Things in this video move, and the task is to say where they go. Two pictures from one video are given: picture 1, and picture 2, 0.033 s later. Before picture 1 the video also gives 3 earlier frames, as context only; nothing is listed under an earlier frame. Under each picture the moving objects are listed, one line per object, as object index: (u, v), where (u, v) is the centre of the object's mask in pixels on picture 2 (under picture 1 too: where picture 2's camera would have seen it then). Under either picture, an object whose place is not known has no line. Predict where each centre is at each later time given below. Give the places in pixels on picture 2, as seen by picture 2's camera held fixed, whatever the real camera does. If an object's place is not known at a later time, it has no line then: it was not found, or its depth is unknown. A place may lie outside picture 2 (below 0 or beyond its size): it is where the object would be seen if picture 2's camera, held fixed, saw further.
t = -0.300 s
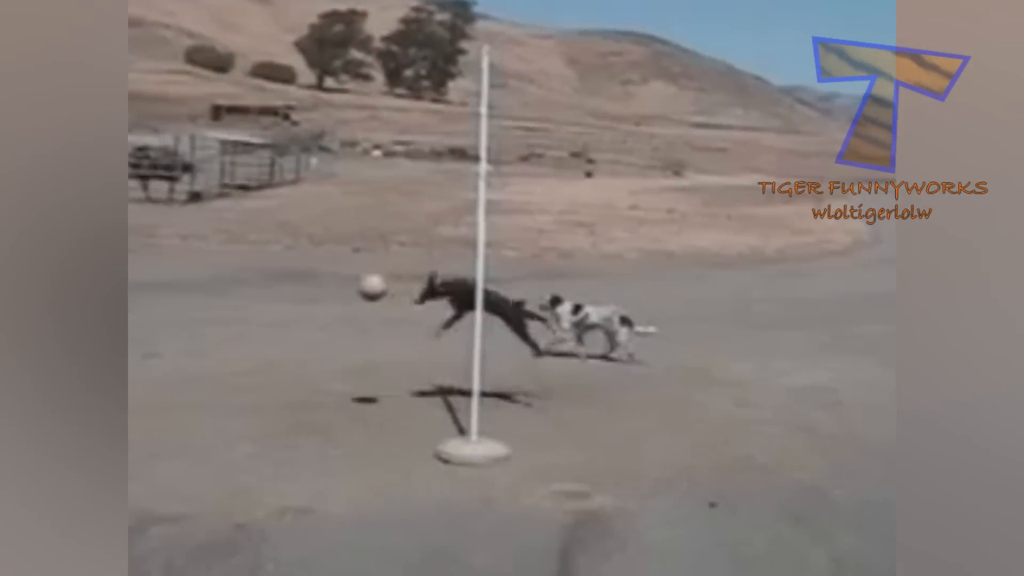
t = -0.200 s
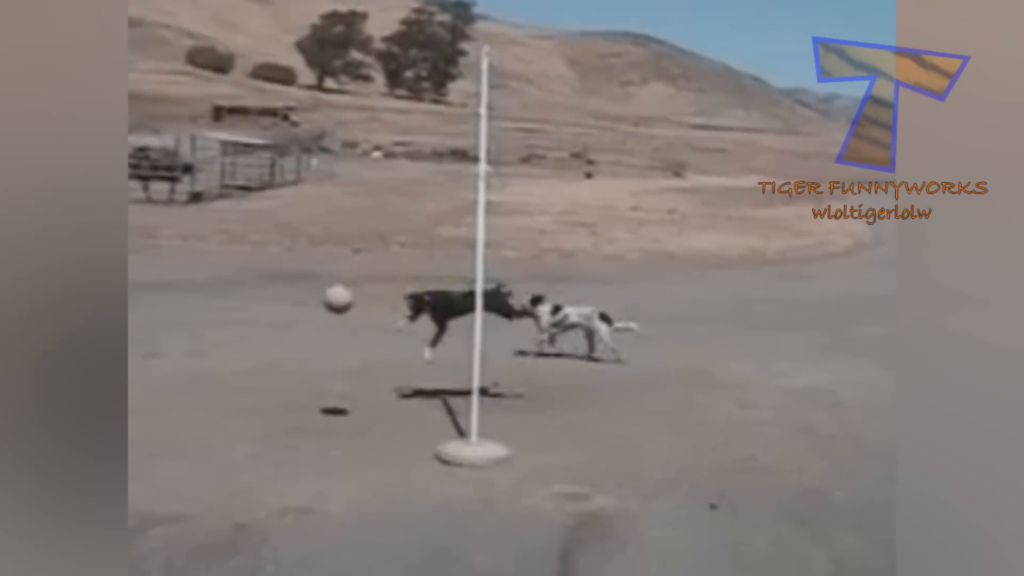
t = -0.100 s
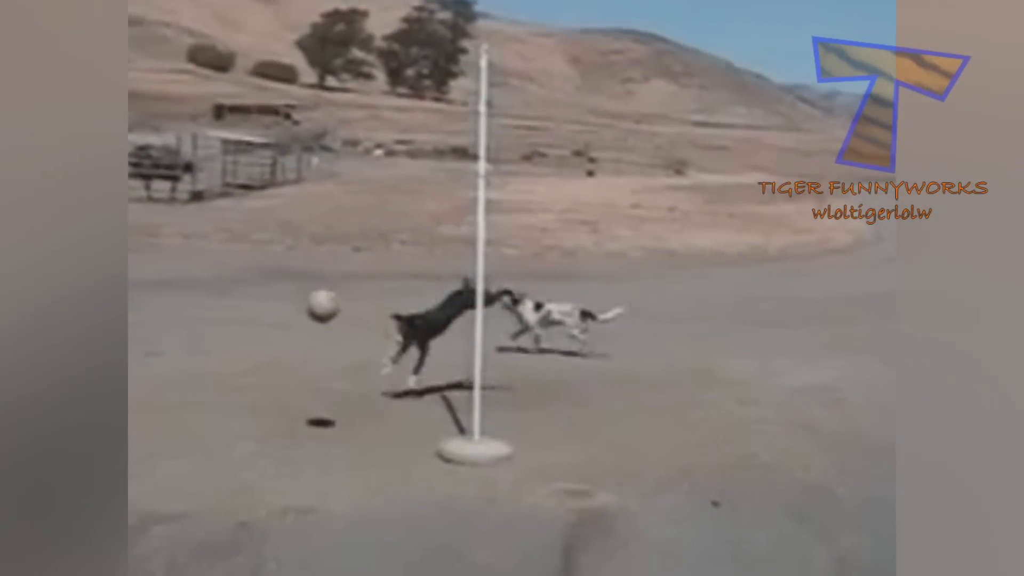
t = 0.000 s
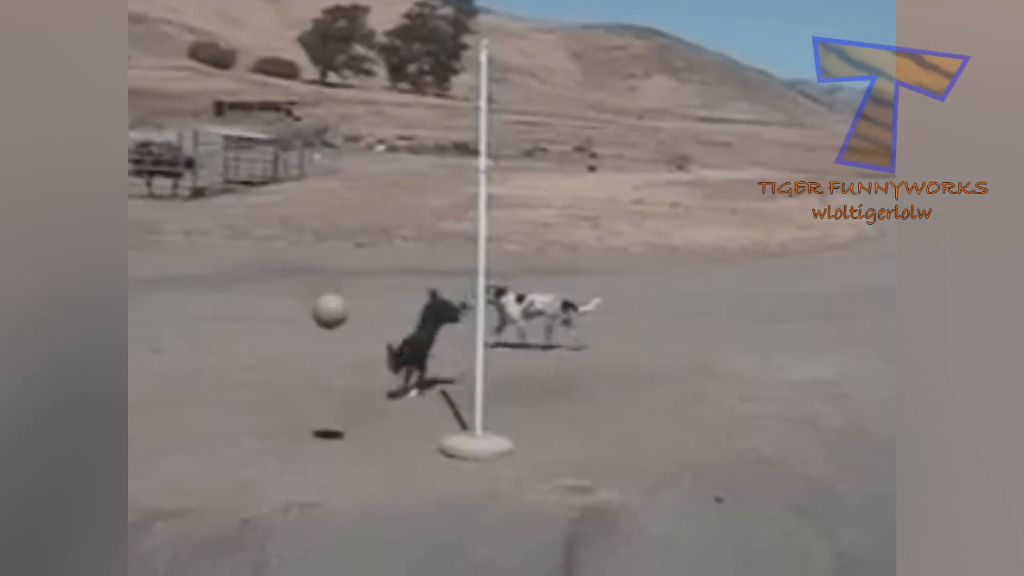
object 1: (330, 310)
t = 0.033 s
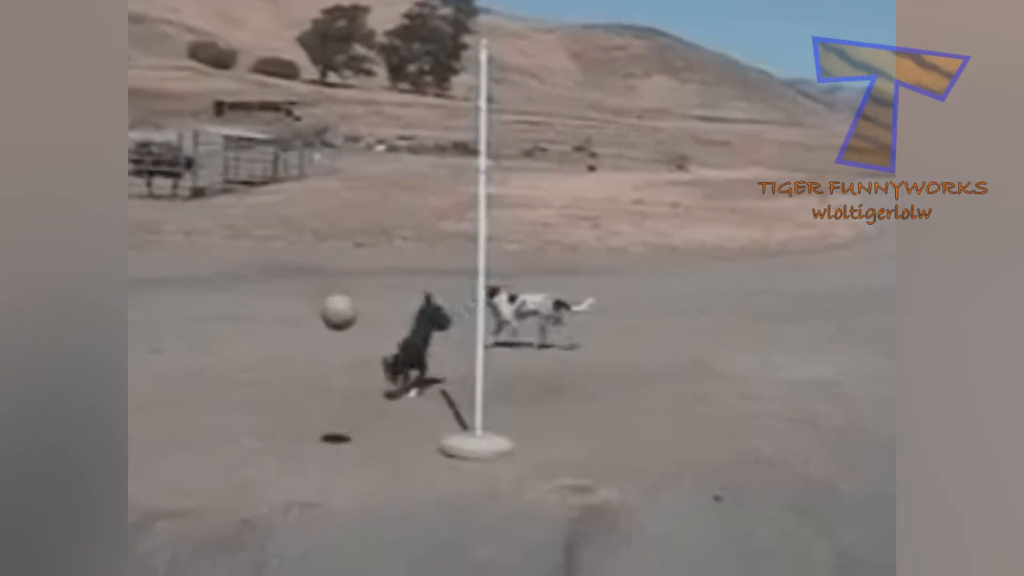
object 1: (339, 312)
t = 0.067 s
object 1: (349, 314)
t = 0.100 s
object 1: (362, 316)
